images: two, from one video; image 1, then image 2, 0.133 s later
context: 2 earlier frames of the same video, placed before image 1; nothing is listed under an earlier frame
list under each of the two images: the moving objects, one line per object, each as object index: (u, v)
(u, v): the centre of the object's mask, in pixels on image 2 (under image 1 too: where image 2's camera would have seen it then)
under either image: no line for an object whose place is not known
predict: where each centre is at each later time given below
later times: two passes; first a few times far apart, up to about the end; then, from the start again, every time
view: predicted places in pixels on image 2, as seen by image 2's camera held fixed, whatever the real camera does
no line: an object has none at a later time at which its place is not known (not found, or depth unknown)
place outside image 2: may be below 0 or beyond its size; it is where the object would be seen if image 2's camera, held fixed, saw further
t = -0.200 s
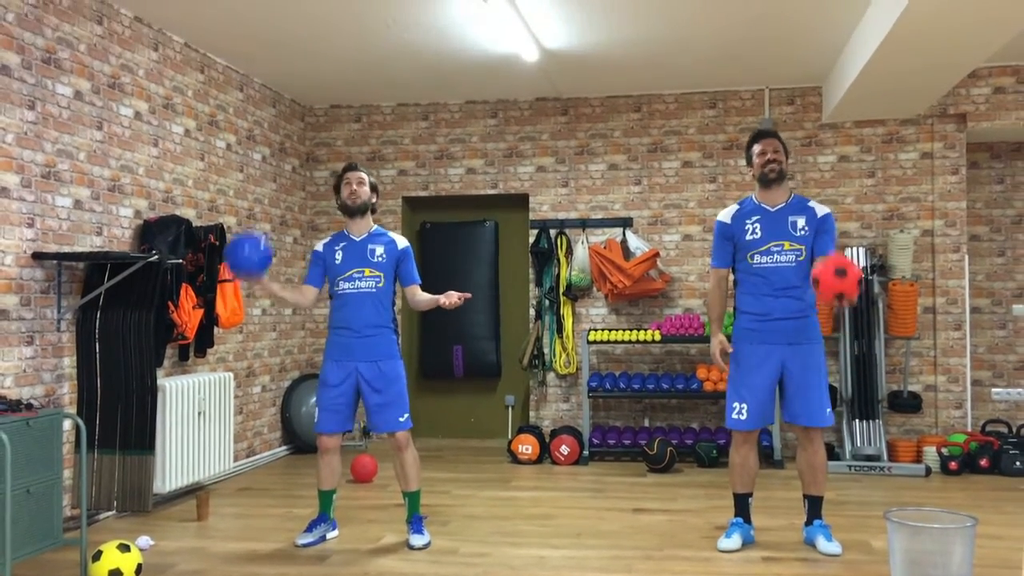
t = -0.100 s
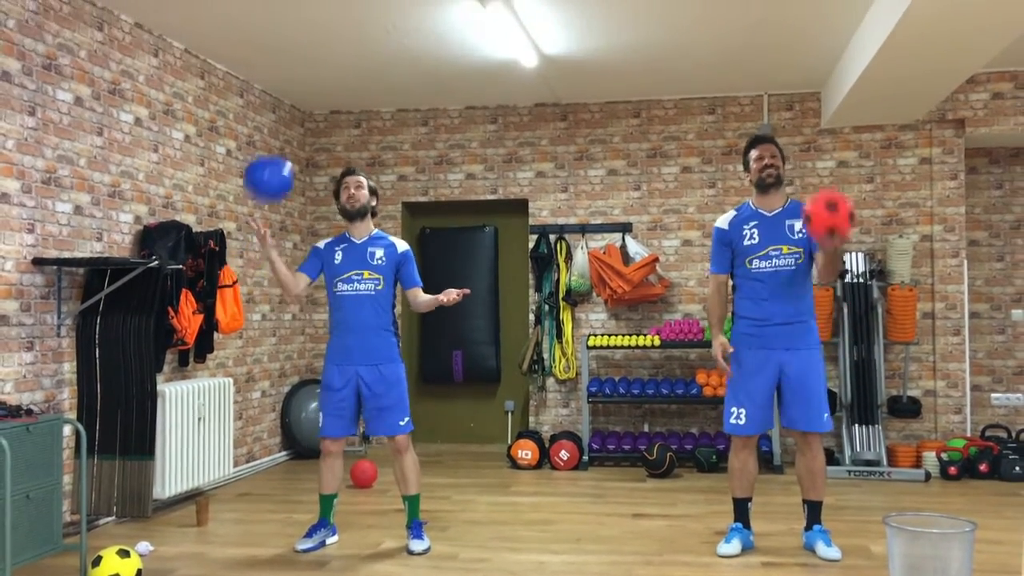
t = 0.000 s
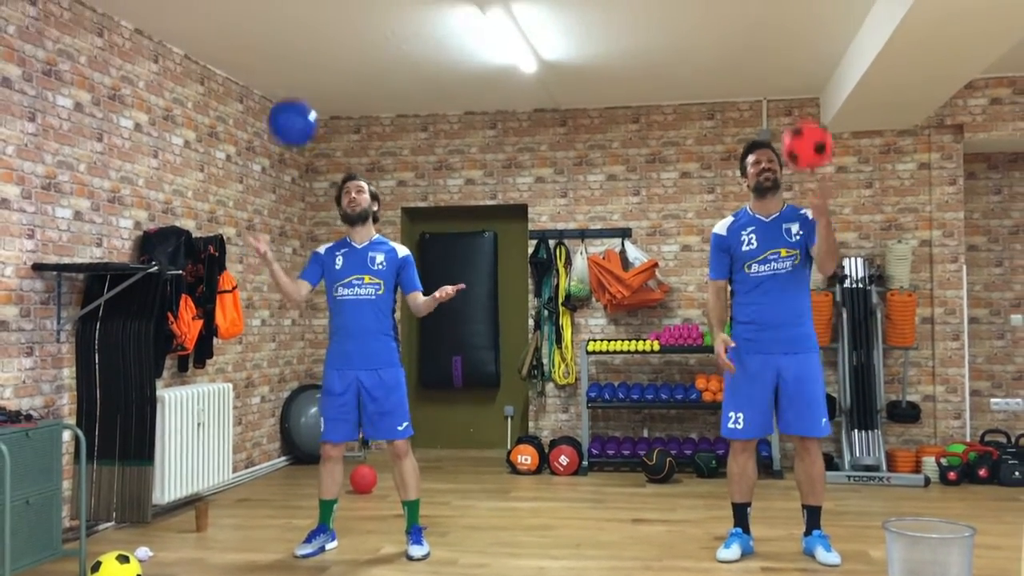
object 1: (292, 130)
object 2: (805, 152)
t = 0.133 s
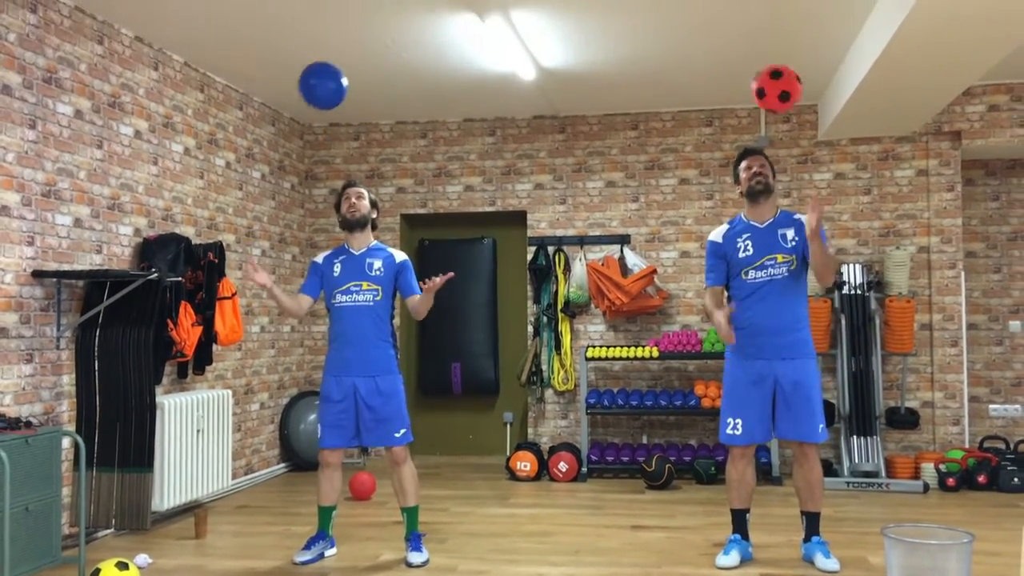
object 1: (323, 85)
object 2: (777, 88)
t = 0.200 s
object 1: (338, 78)
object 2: (763, 73)
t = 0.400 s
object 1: (383, 111)
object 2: (725, 88)
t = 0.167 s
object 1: (330, 81)
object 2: (770, 79)
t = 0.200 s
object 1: (338, 78)
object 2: (763, 73)
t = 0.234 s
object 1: (346, 78)
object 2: (756, 69)
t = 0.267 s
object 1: (353, 80)
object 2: (750, 68)
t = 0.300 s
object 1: (361, 85)
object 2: (743, 70)
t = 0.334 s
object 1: (368, 91)
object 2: (737, 74)
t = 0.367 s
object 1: (375, 100)
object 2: (731, 80)
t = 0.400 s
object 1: (383, 111)
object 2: (725, 88)
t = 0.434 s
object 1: (390, 125)
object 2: (719, 100)
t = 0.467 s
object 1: (398, 141)
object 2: (713, 113)
